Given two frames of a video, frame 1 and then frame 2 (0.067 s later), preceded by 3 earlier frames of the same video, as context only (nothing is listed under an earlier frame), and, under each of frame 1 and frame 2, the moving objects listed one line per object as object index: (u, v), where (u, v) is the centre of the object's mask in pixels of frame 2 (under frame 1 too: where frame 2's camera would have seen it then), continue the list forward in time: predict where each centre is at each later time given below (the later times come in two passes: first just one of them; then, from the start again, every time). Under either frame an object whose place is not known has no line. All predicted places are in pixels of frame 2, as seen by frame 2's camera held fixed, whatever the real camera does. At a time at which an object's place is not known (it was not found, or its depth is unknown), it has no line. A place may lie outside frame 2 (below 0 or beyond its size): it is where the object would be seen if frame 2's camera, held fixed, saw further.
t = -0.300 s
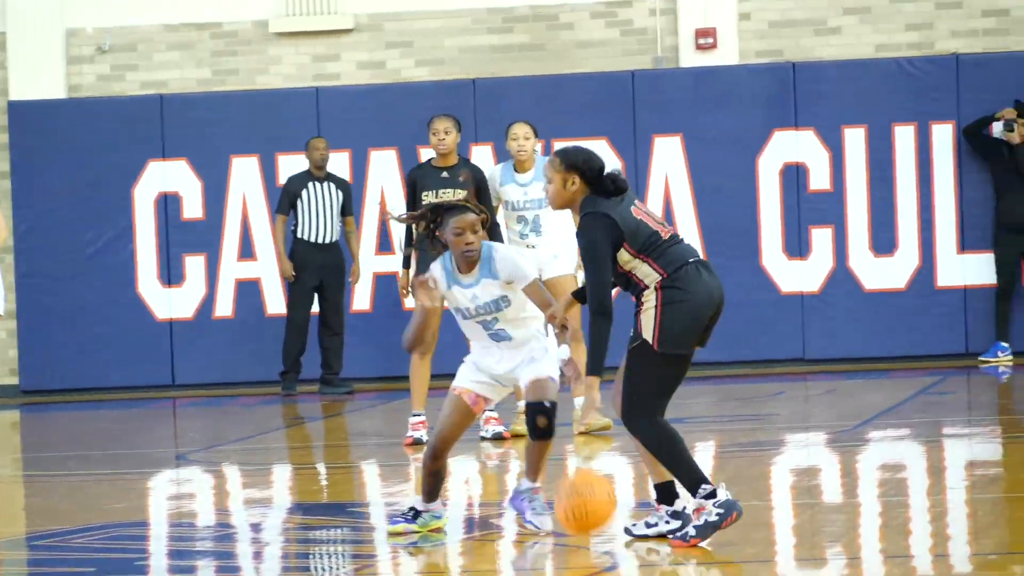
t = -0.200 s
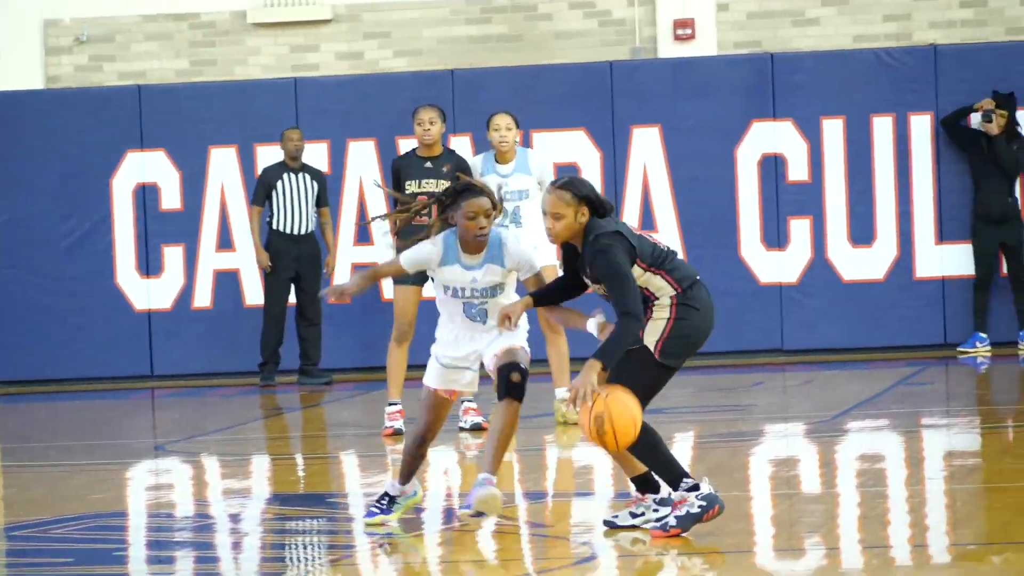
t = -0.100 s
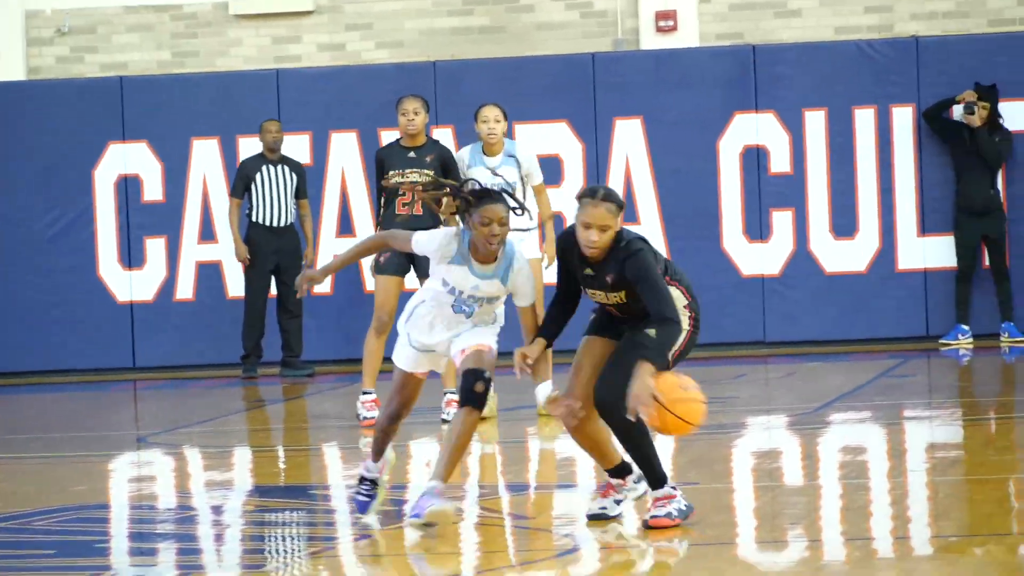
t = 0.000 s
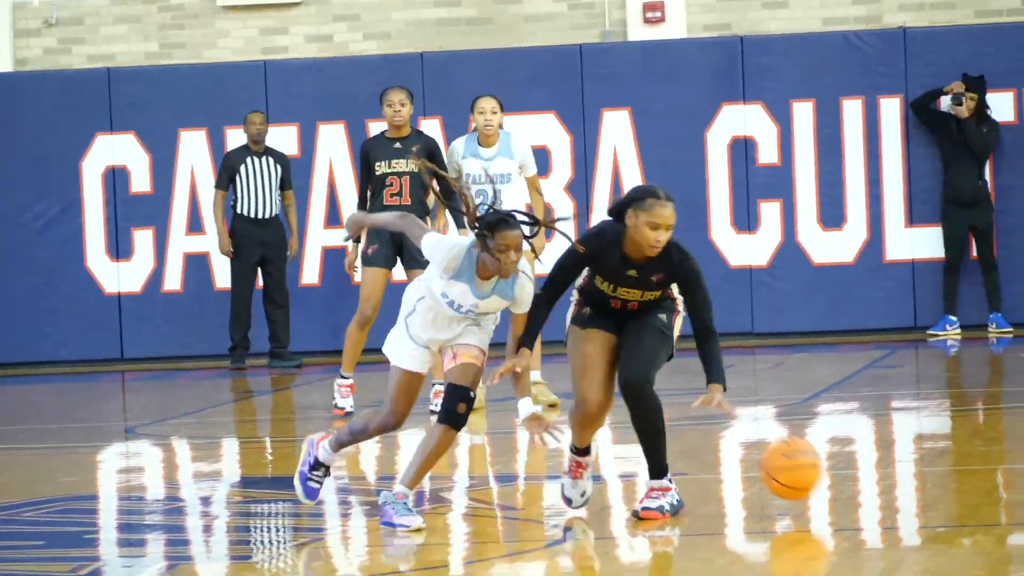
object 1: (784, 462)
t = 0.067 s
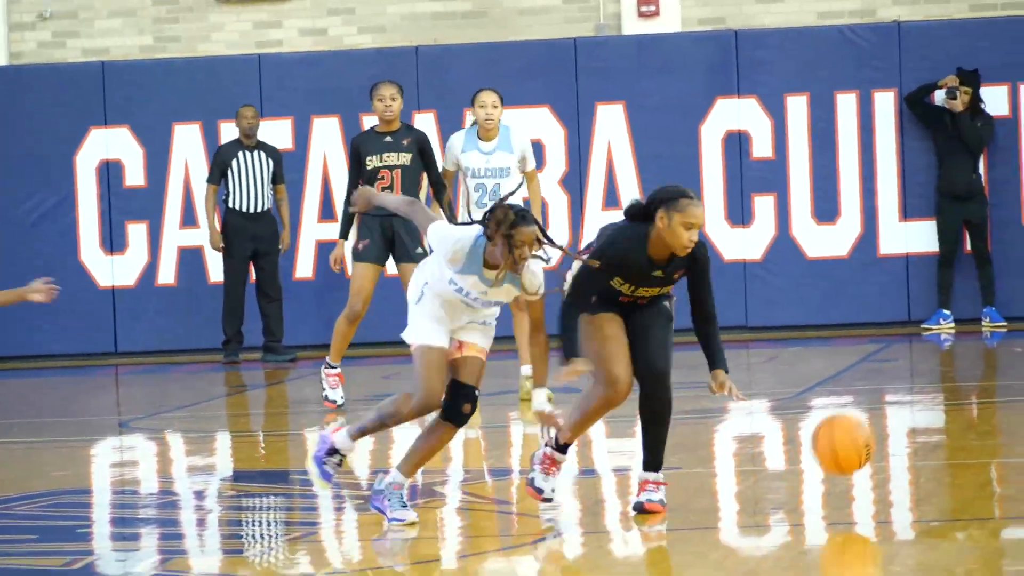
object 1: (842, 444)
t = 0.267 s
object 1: (986, 349)
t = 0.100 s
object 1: (866, 420)
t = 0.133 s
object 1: (889, 400)
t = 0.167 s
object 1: (913, 383)
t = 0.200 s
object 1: (937, 368)
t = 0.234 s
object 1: (961, 357)
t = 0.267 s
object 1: (986, 349)
